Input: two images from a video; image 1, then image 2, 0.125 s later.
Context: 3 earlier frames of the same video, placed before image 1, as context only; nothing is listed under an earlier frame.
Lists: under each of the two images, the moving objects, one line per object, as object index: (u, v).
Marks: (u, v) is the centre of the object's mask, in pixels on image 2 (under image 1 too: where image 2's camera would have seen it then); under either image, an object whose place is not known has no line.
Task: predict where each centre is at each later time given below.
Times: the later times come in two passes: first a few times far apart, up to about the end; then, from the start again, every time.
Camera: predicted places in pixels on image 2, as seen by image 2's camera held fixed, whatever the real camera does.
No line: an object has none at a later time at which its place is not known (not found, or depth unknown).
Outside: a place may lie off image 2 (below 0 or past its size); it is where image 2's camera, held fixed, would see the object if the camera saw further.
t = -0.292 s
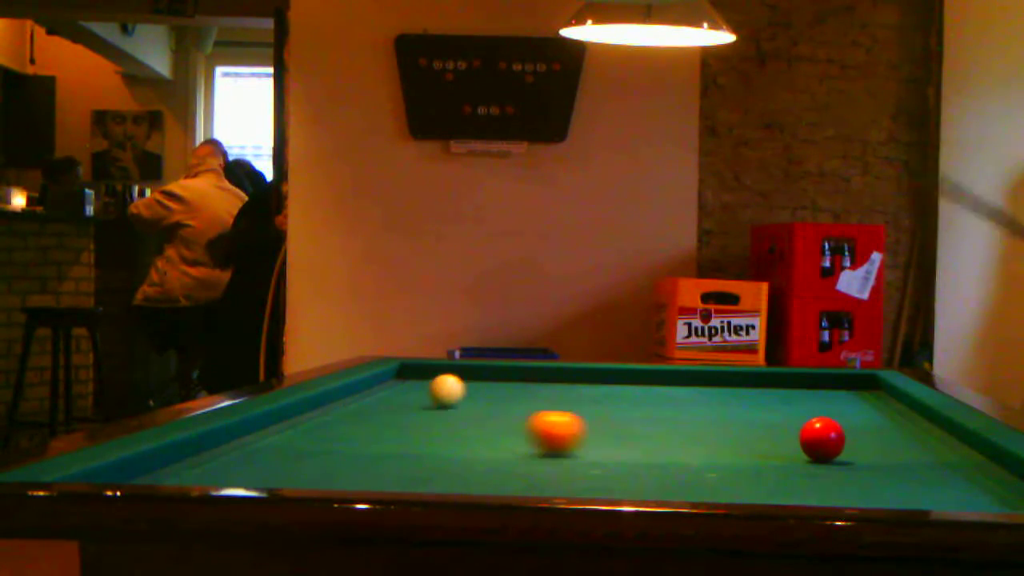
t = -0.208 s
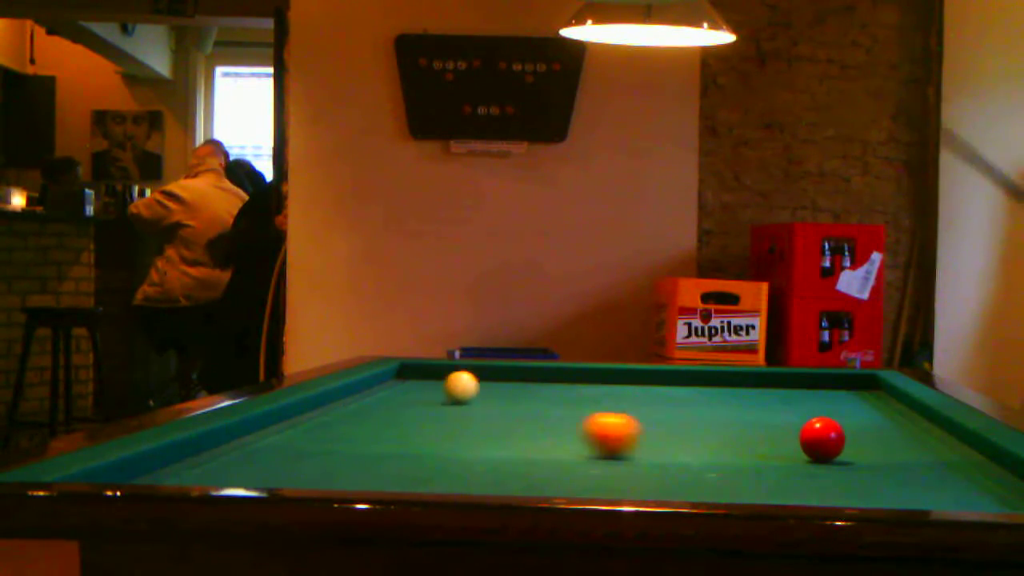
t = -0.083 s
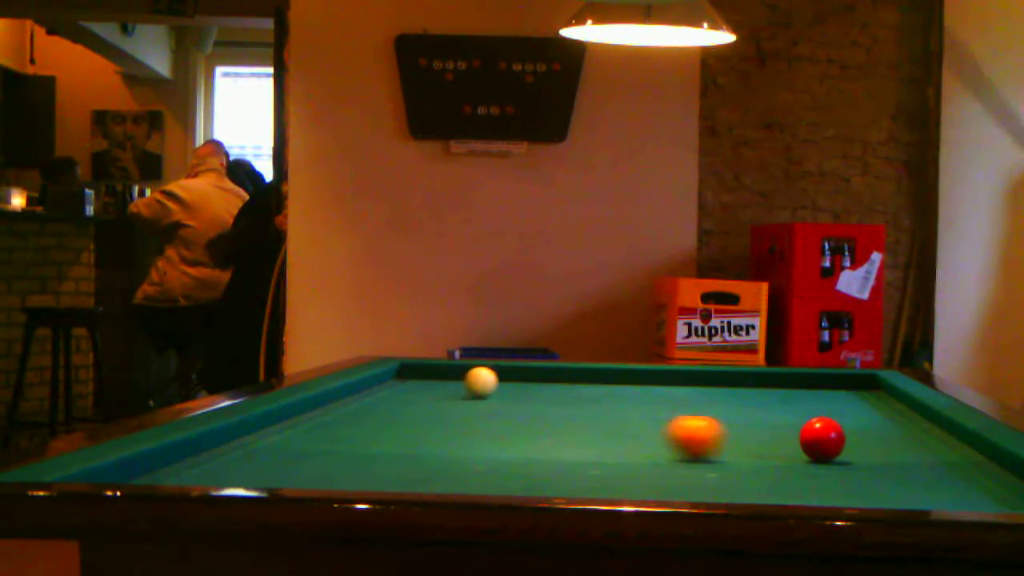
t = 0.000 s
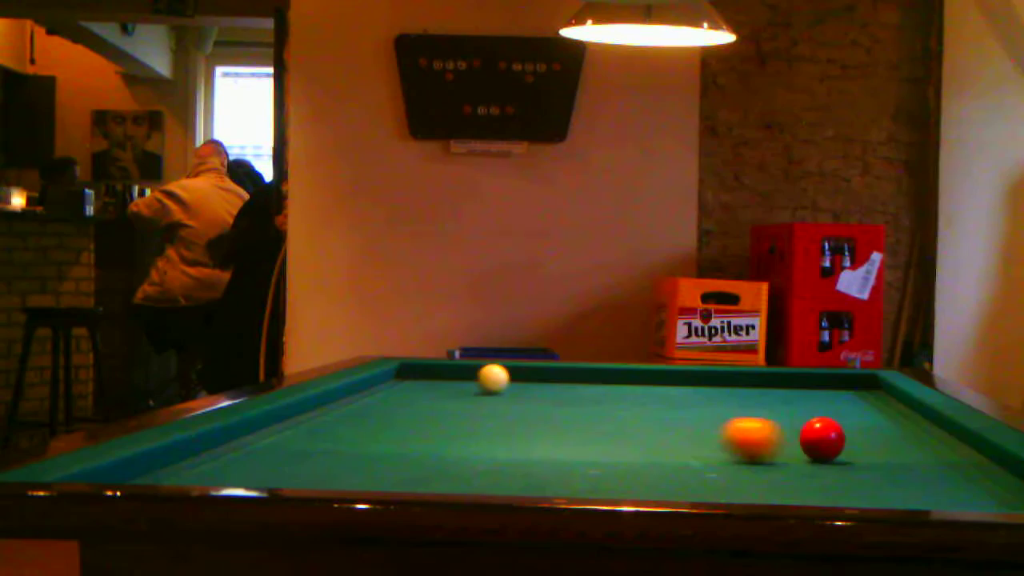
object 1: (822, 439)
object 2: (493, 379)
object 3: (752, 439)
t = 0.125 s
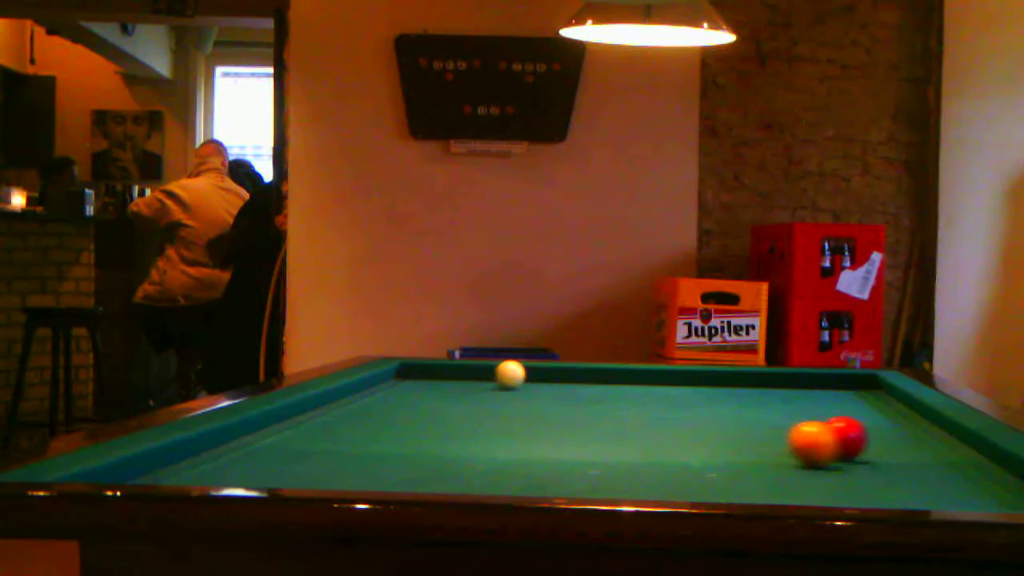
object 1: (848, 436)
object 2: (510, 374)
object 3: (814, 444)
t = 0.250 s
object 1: (878, 427)
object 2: (525, 371)
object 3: (864, 449)
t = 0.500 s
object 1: (926, 434)
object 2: (548, 374)
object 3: (970, 458)
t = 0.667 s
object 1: (944, 432)
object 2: (562, 378)
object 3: (974, 464)
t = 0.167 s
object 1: (860, 433)
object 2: (515, 373)
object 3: (831, 445)
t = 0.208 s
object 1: (871, 430)
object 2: (521, 372)
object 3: (847, 447)
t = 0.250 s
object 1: (878, 427)
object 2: (525, 371)
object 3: (864, 449)
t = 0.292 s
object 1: (881, 423)
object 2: (530, 369)
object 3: (882, 450)
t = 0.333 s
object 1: (887, 425)
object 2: (534, 370)
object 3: (899, 451)
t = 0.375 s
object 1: (895, 428)
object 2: (537, 371)
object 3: (916, 453)
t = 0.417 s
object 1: (904, 431)
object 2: (540, 372)
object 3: (934, 455)
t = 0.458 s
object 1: (915, 433)
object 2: (544, 373)
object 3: (953, 457)
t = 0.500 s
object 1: (926, 434)
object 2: (548, 374)
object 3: (970, 458)
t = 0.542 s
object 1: (935, 434)
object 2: (551, 375)
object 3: (988, 460)
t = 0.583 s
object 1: (943, 434)
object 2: (555, 375)
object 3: (991, 461)
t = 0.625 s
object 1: (949, 433)
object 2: (558, 377)
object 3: (982, 462)
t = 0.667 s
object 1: (944, 432)
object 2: (562, 378)
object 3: (974, 464)
